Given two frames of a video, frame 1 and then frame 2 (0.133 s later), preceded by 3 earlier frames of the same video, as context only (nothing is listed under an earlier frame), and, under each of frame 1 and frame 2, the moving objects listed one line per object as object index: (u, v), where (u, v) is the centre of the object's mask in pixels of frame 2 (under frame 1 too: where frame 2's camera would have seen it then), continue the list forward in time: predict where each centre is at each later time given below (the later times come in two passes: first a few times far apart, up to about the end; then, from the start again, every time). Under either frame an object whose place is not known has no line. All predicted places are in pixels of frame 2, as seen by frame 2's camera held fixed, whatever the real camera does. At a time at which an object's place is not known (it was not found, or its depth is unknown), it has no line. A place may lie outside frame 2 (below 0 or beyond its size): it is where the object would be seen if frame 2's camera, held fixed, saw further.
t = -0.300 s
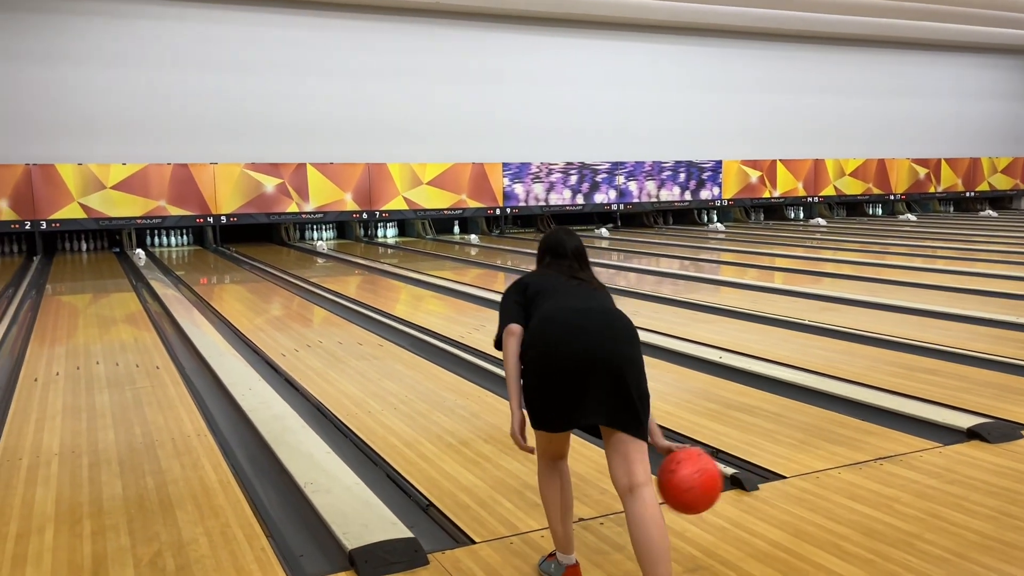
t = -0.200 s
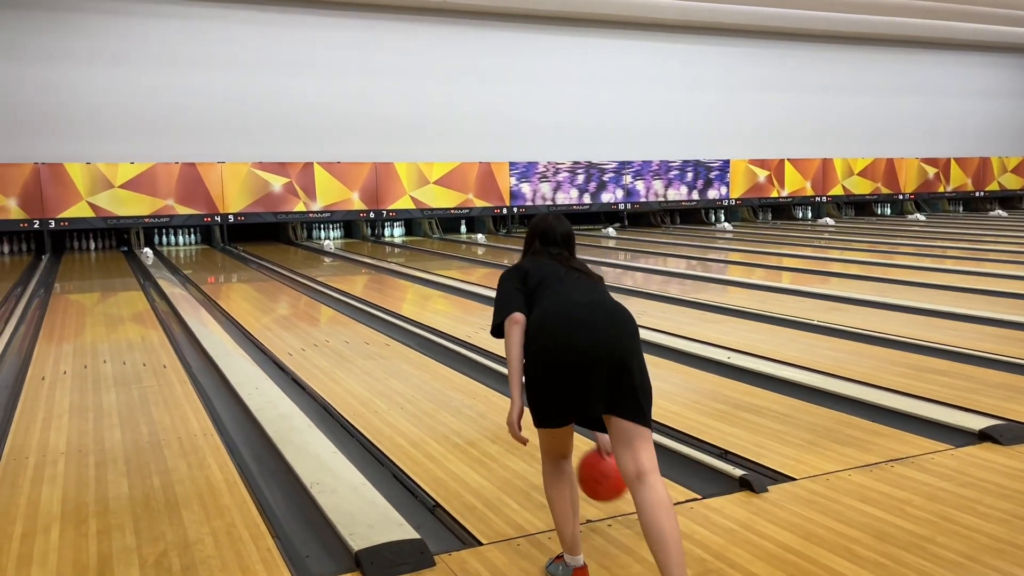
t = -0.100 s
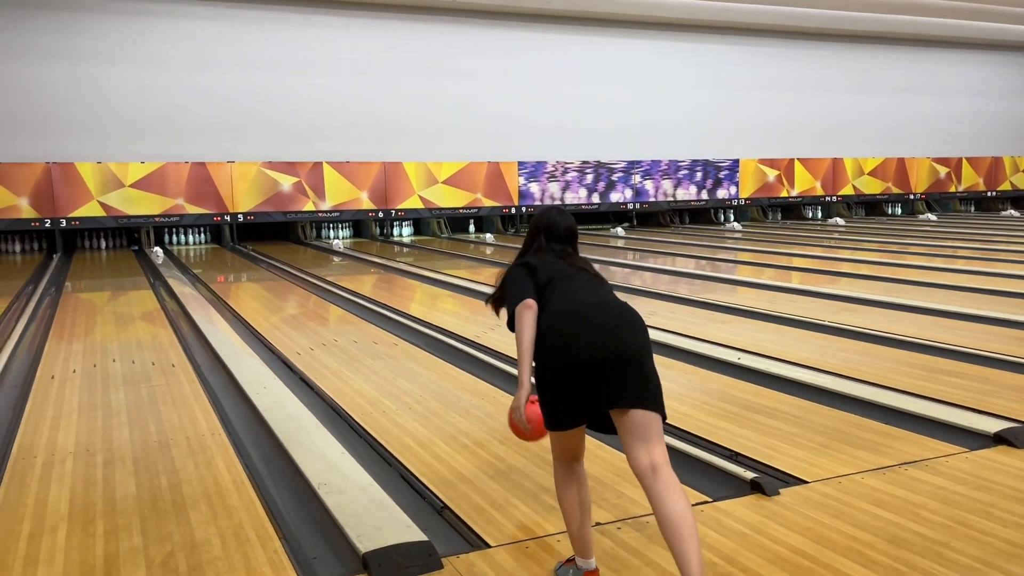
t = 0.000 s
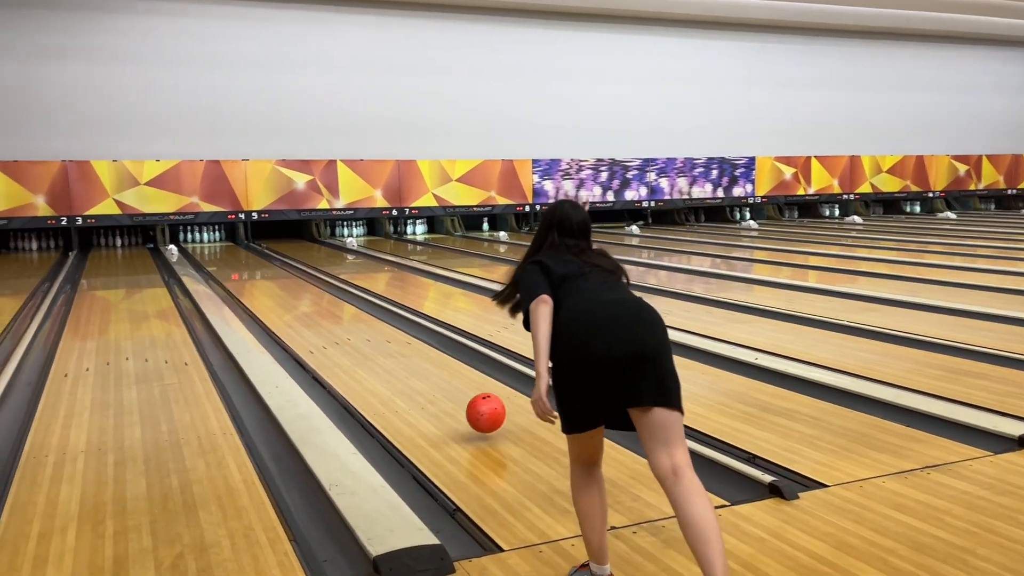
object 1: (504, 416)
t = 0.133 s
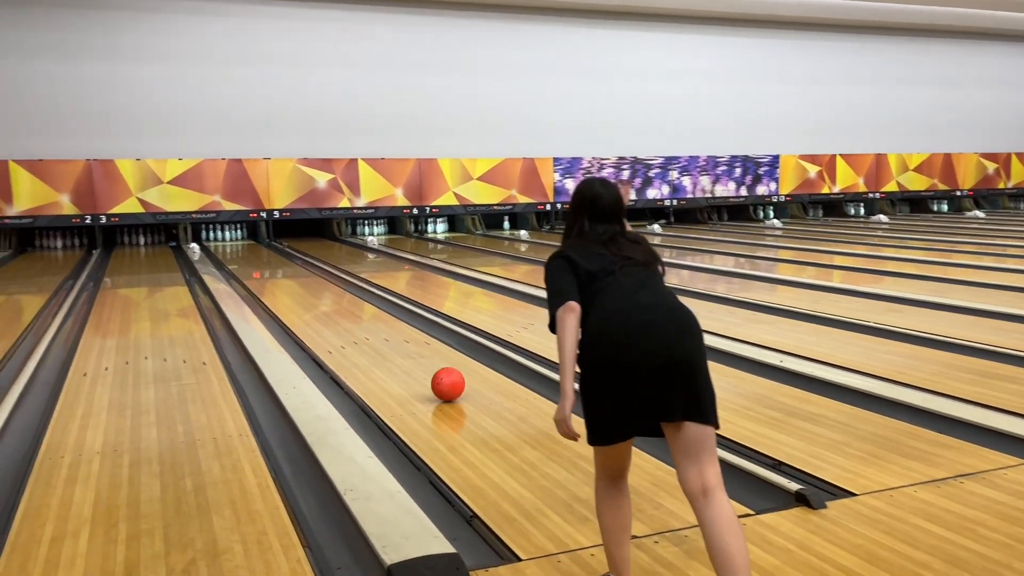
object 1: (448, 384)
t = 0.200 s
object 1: (426, 369)
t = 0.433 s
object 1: (372, 331)
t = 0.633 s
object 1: (341, 310)
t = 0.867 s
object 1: (315, 292)
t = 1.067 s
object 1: (299, 281)
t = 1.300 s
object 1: (284, 270)
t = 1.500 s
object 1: (274, 264)
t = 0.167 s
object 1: (437, 376)
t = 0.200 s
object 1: (426, 369)
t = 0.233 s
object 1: (417, 362)
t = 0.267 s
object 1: (408, 356)
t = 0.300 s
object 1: (400, 350)
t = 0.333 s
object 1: (392, 345)
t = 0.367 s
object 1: (385, 340)
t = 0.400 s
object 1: (378, 336)
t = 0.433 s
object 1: (372, 331)
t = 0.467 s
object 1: (366, 327)
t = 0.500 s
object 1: (360, 323)
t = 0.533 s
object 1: (355, 320)
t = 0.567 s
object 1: (350, 316)
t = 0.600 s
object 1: (345, 313)
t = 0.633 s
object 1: (341, 310)
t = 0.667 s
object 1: (337, 307)
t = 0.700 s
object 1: (333, 304)
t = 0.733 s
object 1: (329, 302)
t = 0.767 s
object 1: (325, 299)
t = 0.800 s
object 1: (322, 297)
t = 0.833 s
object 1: (319, 294)
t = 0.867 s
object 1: (315, 292)
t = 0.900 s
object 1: (312, 290)
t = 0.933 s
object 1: (309, 288)
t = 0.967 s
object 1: (306, 286)
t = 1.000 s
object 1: (304, 284)
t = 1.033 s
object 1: (301, 282)
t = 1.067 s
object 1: (299, 281)
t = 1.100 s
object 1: (297, 279)
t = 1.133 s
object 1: (294, 277)
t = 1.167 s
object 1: (292, 276)
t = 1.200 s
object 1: (290, 275)
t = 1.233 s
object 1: (288, 273)
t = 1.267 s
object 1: (286, 271)
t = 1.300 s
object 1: (284, 270)
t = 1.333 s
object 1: (282, 269)
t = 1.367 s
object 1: (281, 268)
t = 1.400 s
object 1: (279, 267)
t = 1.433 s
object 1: (277, 266)
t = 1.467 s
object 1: (276, 265)
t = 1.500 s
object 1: (274, 264)
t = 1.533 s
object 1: (273, 263)
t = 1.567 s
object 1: (272, 262)
